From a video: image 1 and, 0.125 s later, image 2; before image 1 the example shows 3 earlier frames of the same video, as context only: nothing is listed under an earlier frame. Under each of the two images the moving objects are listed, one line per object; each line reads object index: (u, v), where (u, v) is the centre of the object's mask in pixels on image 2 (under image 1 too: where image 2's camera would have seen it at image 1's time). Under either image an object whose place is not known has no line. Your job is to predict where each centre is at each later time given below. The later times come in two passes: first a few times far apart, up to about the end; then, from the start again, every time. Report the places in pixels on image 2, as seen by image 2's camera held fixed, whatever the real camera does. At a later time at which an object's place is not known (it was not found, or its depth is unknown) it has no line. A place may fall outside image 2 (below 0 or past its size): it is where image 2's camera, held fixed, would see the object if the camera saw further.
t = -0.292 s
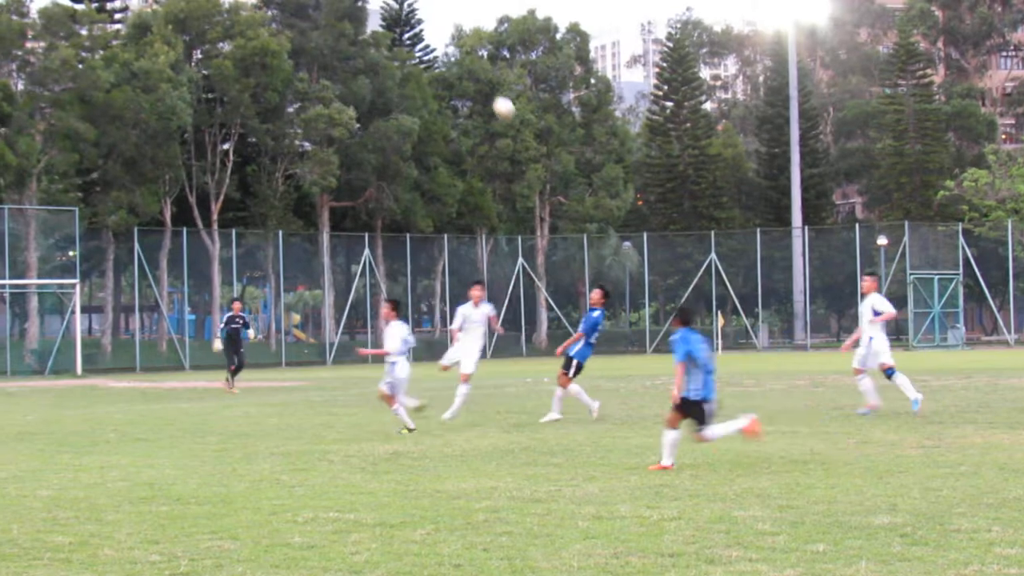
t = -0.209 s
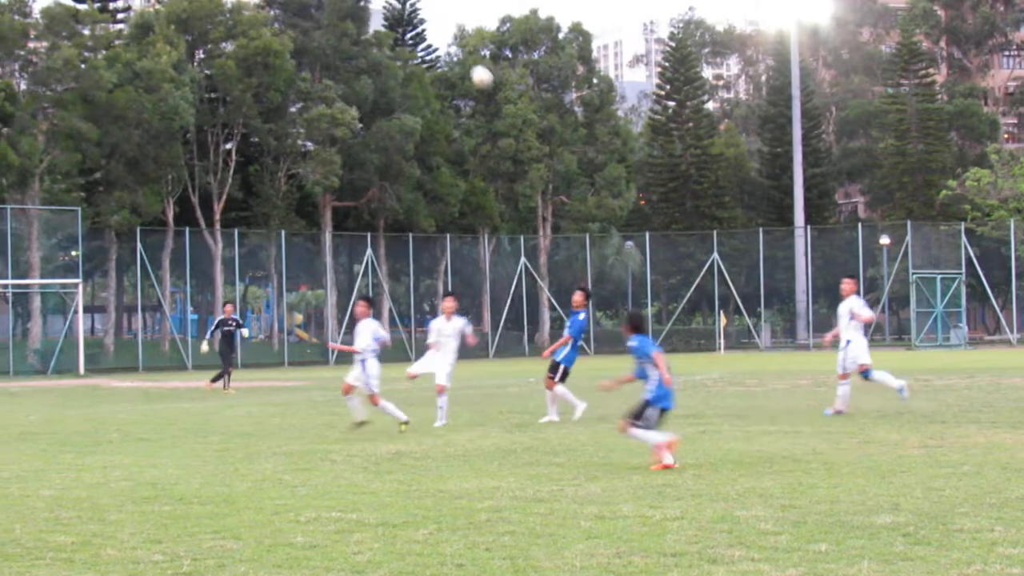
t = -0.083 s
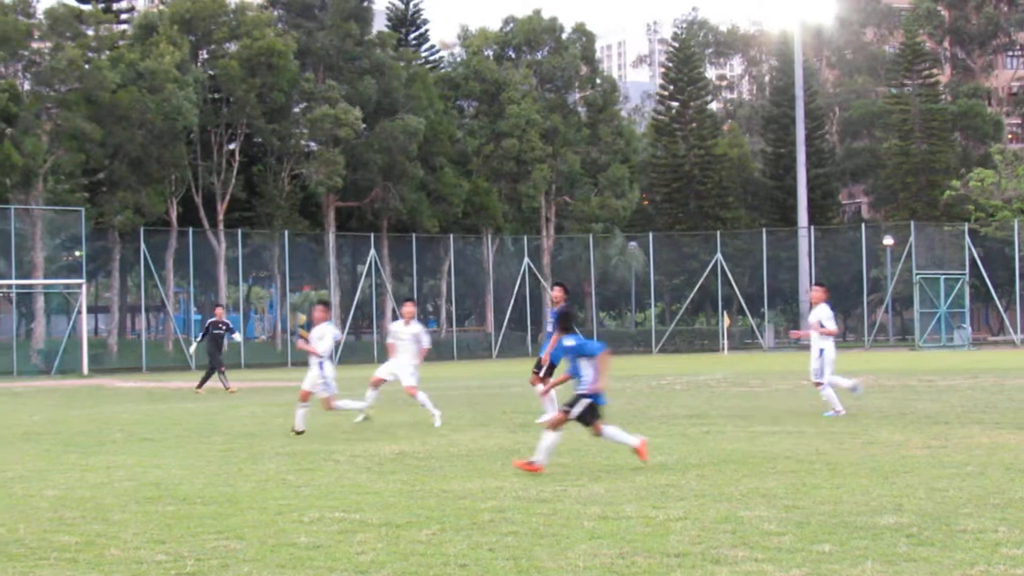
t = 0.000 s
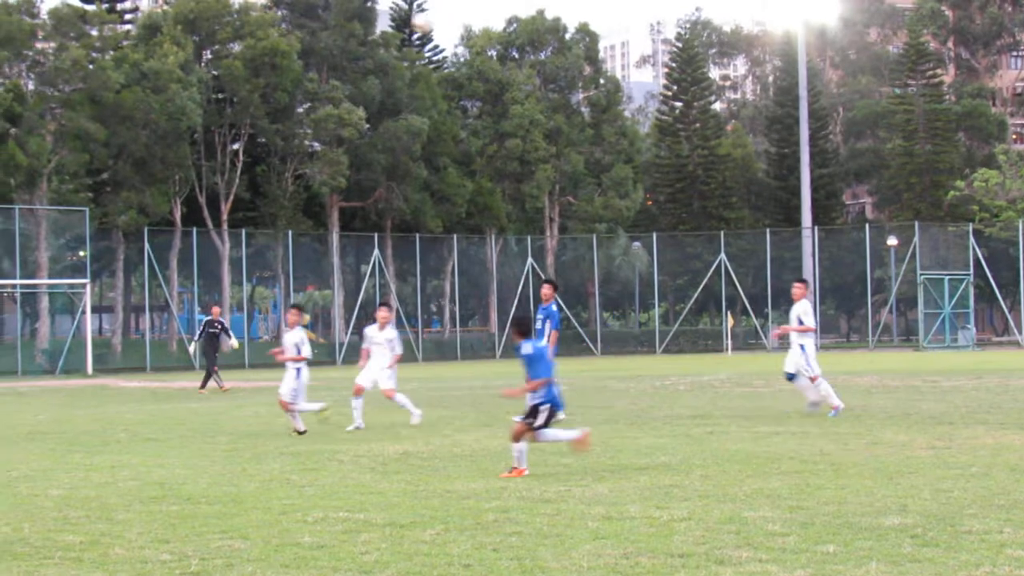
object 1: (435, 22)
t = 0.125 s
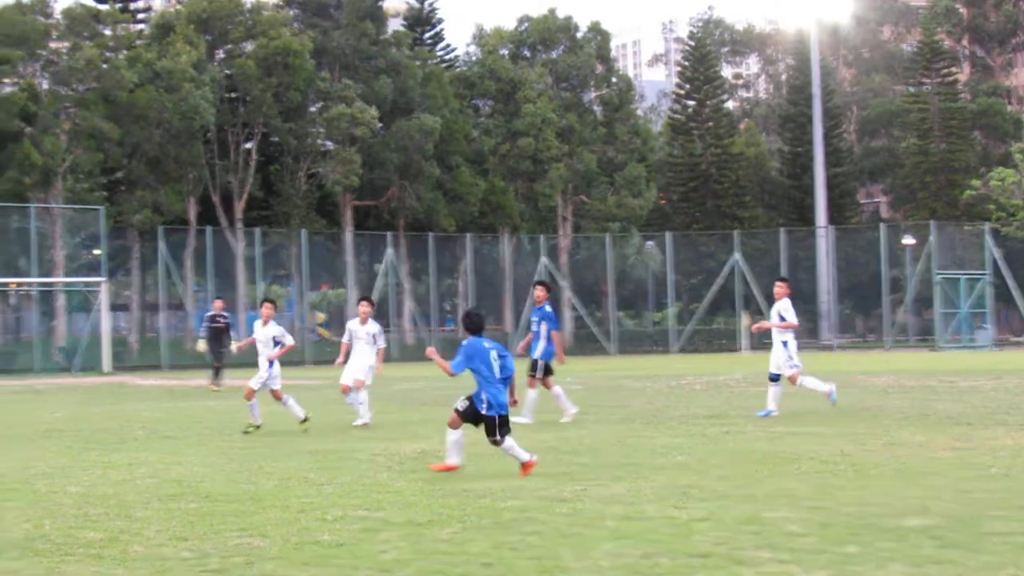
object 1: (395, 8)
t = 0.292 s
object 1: (337, 9)
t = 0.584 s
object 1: (224, 96)
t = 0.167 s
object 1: (378, 7)
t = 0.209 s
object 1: (366, 7)
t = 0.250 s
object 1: (351, 8)
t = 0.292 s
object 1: (337, 9)
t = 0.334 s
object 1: (322, 15)
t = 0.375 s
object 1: (307, 22)
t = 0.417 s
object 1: (292, 32)
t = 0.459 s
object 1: (276, 44)
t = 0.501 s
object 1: (259, 60)
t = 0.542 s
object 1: (242, 77)
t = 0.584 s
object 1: (224, 96)
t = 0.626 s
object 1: (206, 120)
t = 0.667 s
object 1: (188, 145)
